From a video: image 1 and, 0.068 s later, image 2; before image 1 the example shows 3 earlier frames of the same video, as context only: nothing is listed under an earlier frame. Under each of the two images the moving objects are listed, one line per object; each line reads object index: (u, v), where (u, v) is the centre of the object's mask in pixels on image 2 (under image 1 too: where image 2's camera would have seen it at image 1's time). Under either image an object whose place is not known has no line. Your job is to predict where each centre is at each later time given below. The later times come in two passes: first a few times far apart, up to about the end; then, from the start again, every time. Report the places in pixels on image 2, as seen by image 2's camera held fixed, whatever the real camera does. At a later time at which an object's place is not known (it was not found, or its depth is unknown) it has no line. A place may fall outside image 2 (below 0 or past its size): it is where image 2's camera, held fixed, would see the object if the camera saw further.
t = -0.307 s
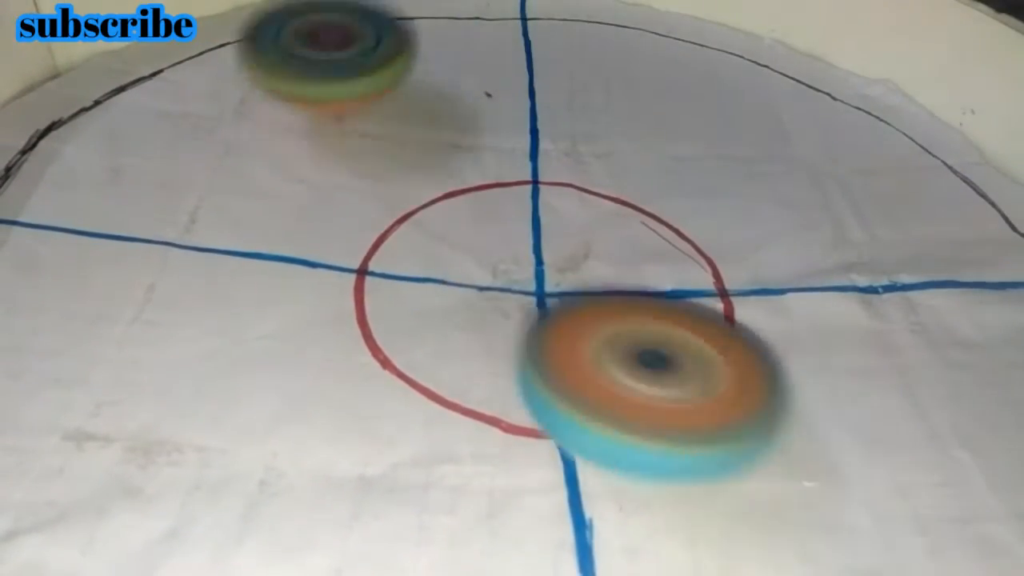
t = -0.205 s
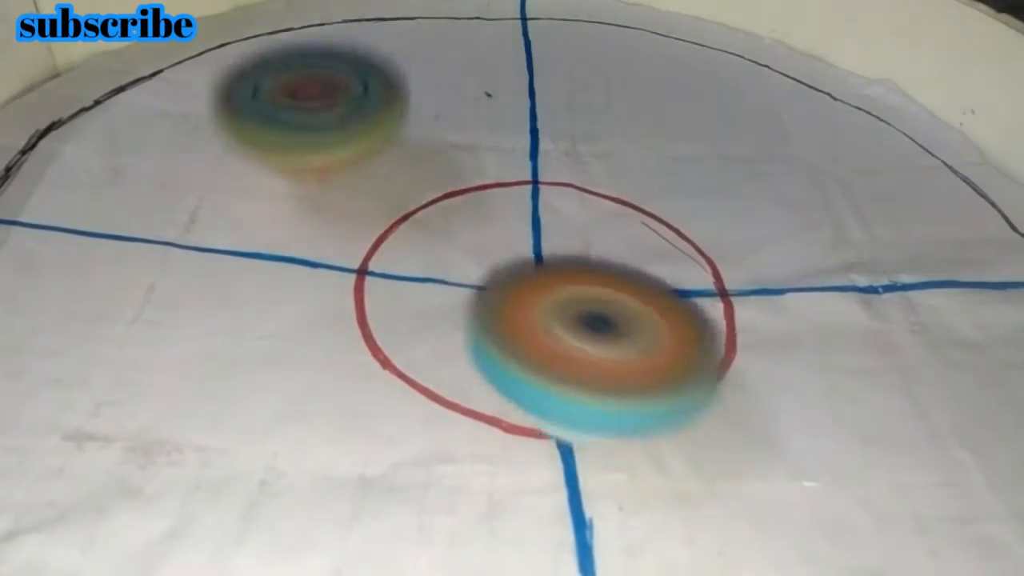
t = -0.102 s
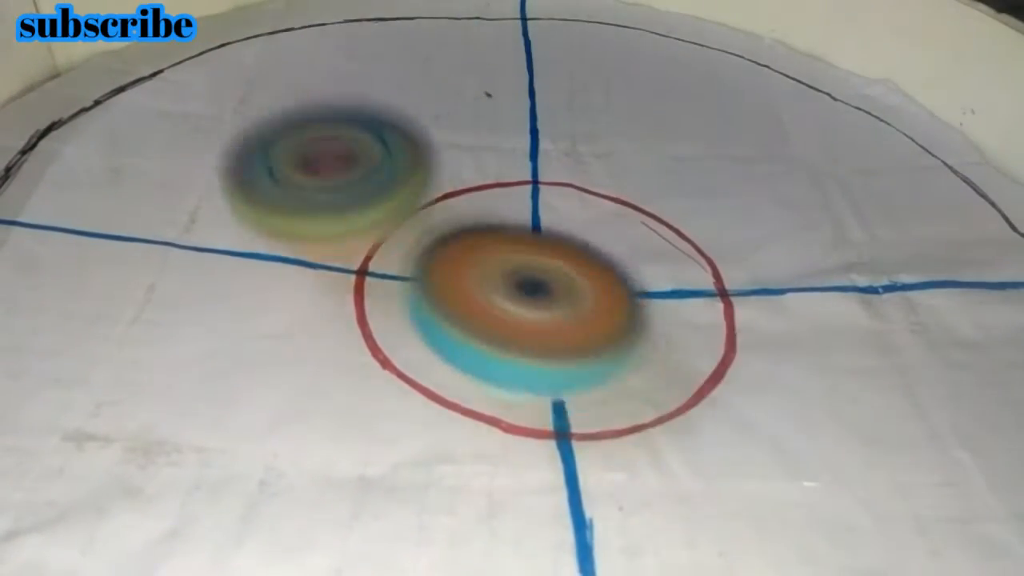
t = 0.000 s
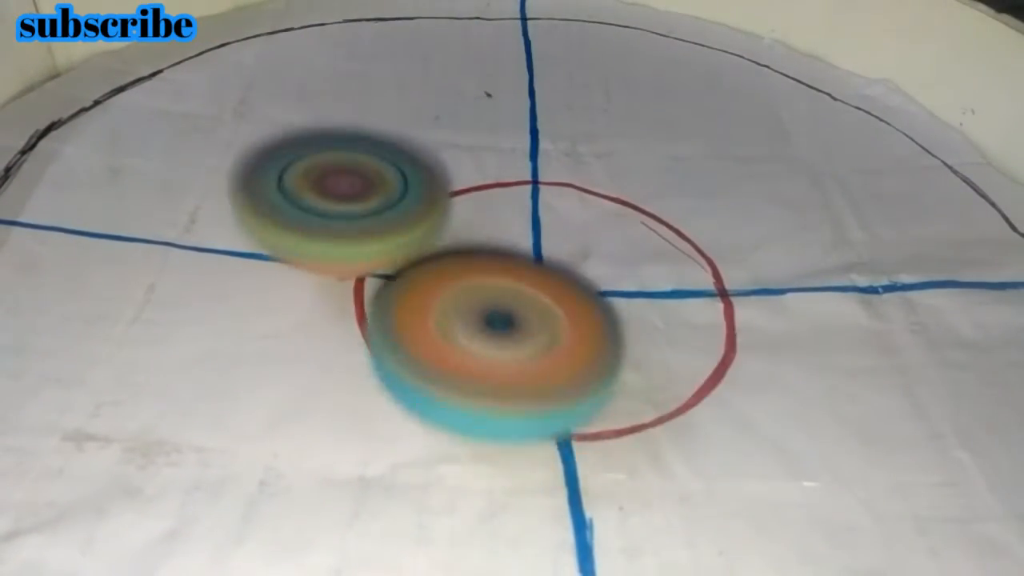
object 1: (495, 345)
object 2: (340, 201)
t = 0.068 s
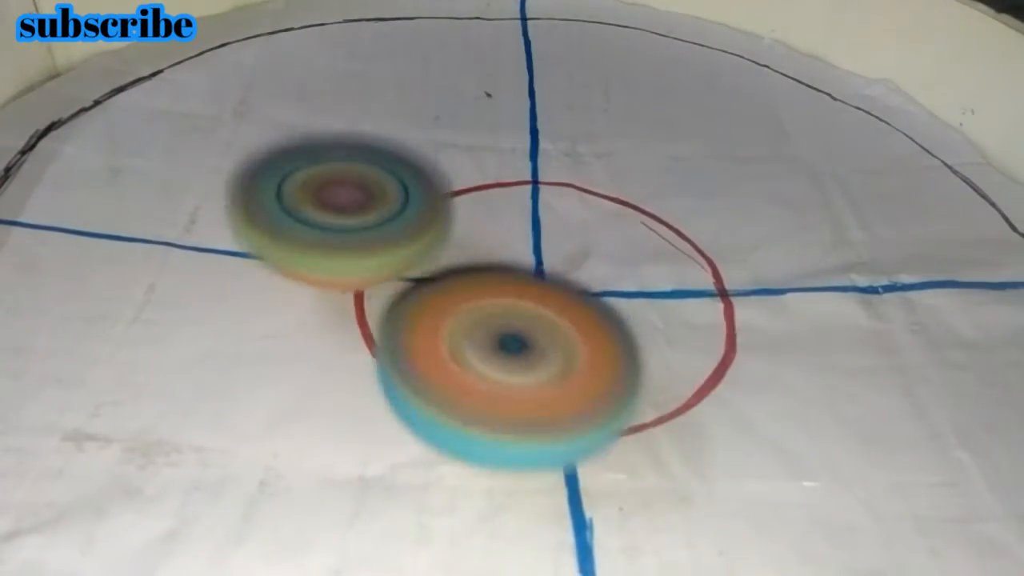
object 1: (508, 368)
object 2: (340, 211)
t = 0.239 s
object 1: (562, 351)
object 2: (373, 222)
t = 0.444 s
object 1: (642, 308)
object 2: (414, 196)
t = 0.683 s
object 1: (692, 264)
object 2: (468, 173)
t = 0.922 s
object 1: (919, 334)
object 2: (398, 77)
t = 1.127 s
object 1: (973, 395)
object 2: (390, 29)
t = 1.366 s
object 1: (969, 482)
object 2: (457, 15)
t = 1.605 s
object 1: (888, 490)
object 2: (535, 23)
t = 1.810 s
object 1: (764, 433)
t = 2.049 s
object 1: (703, 308)
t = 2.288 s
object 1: (698, 180)
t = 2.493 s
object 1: (680, 108)
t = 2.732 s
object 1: (714, 96)
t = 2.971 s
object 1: (738, 125)
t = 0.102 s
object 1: (517, 370)
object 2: (341, 218)
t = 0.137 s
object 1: (530, 368)
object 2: (348, 224)
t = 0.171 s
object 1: (533, 360)
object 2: (357, 229)
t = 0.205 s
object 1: (542, 355)
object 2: (367, 228)
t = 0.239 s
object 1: (562, 351)
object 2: (373, 222)
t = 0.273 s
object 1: (577, 343)
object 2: (379, 217)
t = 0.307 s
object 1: (590, 332)
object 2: (385, 212)
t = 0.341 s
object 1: (604, 322)
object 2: (393, 209)
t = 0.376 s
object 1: (617, 318)
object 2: (400, 205)
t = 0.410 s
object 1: (631, 312)
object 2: (407, 201)
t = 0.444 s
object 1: (642, 308)
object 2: (414, 196)
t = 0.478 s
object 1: (649, 305)
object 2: (421, 191)
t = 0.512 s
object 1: (654, 301)
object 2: (427, 186)
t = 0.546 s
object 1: (659, 295)
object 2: (434, 183)
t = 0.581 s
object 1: (670, 288)
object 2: (442, 179)
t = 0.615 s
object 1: (682, 282)
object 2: (449, 176)
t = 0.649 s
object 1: (686, 272)
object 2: (458, 174)
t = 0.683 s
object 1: (692, 264)
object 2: (468, 173)
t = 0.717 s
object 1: (697, 253)
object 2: (481, 173)
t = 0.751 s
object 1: (697, 243)
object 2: (494, 174)
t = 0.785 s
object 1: (755, 267)
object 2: (470, 151)
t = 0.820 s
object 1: (819, 299)
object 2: (439, 121)
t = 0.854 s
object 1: (868, 315)
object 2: (418, 101)
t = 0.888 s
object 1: (904, 328)
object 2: (407, 88)
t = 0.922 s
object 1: (919, 334)
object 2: (398, 77)
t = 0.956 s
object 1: (931, 341)
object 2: (388, 64)
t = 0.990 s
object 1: (943, 351)
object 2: (385, 56)
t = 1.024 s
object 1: (953, 361)
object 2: (383, 47)
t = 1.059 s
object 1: (961, 371)
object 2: (381, 40)
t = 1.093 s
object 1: (967, 385)
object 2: (383, 35)
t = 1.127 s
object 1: (973, 395)
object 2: (390, 29)
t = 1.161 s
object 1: (977, 407)
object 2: (396, 27)
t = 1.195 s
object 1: (979, 421)
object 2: (397, 23)
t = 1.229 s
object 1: (981, 433)
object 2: (410, 20)
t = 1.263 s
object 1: (981, 447)
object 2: (420, 18)
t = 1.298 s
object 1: (979, 461)
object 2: (430, 17)
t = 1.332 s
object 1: (976, 472)
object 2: (445, 15)
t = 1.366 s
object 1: (969, 482)
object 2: (457, 15)
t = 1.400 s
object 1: (960, 487)
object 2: (469, 15)
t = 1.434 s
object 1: (951, 490)
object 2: (484, 16)
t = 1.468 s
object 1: (937, 493)
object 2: (494, 17)
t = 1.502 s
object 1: (927, 494)
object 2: (504, 17)
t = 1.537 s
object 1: (917, 494)
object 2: (516, 18)
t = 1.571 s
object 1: (902, 493)
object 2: (524, 21)
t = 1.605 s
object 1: (888, 490)
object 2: (535, 23)
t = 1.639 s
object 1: (872, 489)
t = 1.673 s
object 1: (852, 485)
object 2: (551, 29)
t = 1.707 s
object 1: (828, 478)
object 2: (557, 33)
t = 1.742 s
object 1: (806, 467)
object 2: (566, 39)
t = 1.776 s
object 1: (784, 447)
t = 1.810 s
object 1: (764, 433)
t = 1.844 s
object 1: (747, 413)
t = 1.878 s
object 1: (732, 398)
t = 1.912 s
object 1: (722, 380)
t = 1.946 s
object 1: (713, 362)
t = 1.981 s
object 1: (709, 346)
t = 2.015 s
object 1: (704, 328)
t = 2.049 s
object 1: (703, 308)
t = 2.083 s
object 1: (704, 292)
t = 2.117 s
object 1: (705, 274)
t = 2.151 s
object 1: (706, 258)
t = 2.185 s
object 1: (705, 232)
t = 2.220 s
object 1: (700, 216)
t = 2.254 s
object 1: (700, 195)
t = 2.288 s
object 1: (698, 180)
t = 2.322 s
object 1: (690, 163)
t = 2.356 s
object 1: (685, 144)
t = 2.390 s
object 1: (684, 136)
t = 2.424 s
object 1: (678, 125)
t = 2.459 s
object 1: (680, 116)
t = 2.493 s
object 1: (680, 108)
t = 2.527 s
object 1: (683, 104)
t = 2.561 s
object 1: (686, 102)
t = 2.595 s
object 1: (686, 98)
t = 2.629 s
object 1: (691, 93)
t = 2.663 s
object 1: (700, 93)
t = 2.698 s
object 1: (707, 93)
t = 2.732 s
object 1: (714, 96)
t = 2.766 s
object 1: (719, 98)
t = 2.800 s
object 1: (724, 101)
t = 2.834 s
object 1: (729, 103)
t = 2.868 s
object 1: (734, 107)
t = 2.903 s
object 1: (736, 112)
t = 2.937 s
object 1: (737, 118)
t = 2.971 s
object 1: (738, 125)
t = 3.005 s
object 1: (737, 131)
